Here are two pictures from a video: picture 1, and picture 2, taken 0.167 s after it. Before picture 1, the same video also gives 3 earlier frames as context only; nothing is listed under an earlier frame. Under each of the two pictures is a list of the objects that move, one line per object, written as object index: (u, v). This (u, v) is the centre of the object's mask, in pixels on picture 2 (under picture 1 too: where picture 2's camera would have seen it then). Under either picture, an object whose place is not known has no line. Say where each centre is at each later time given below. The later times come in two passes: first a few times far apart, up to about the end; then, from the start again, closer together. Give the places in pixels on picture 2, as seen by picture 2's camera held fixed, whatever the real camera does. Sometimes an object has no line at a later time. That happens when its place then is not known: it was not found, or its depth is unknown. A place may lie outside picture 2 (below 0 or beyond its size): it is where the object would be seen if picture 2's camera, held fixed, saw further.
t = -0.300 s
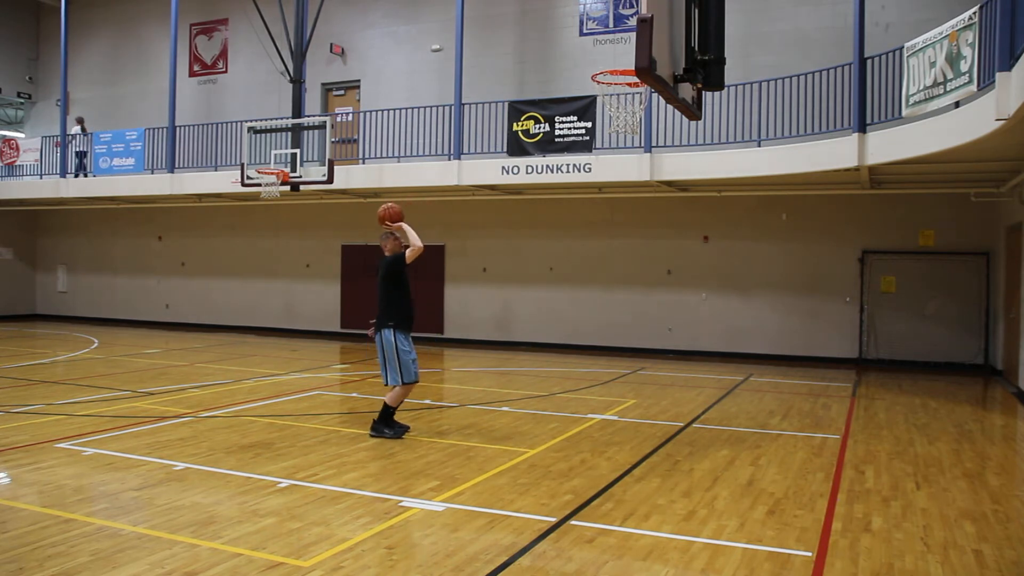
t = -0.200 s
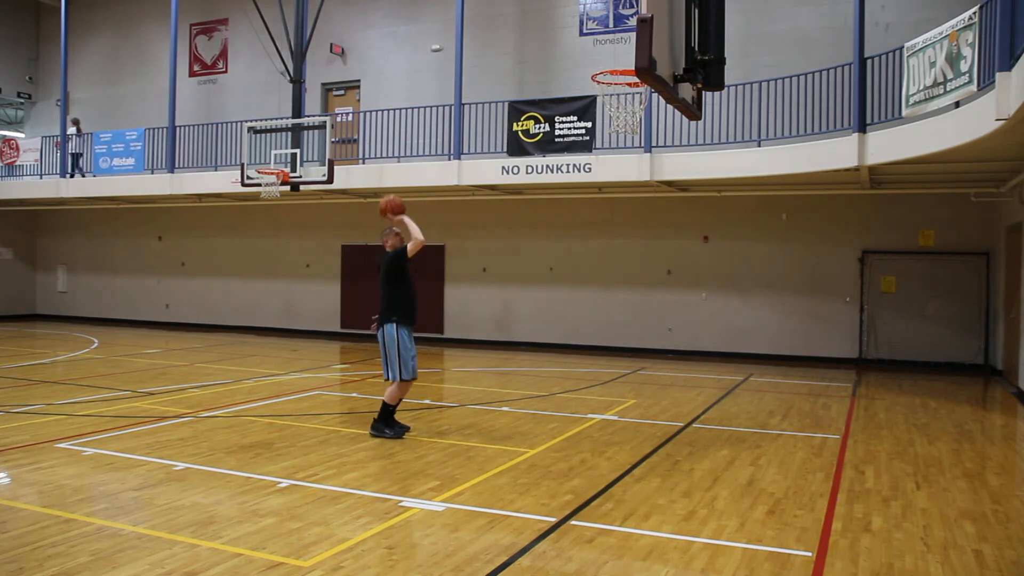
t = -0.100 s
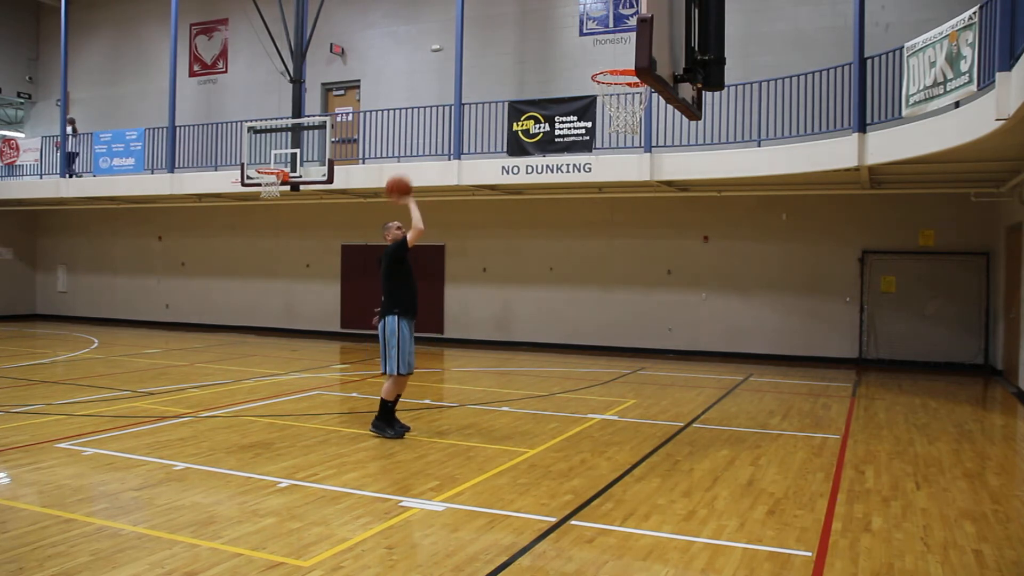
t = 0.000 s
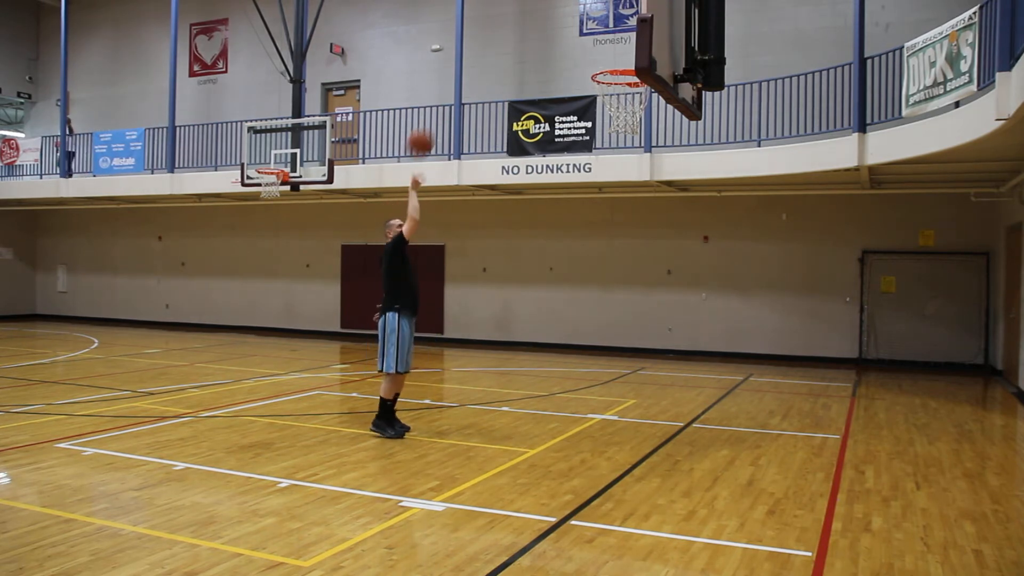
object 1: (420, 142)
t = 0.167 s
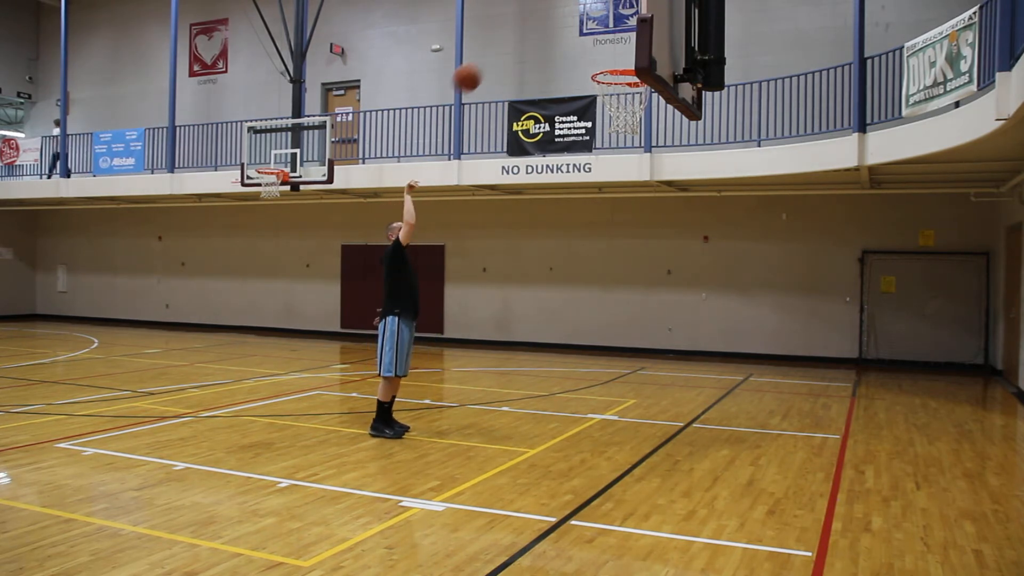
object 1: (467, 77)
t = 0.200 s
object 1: (477, 67)
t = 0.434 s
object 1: (545, 35)
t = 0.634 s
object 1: (607, 55)
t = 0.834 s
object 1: (632, 119)
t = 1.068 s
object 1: (614, 237)
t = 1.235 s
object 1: (601, 365)
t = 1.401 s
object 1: (582, 401)
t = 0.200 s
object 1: (477, 67)
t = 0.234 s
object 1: (486, 59)
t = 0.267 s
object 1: (496, 52)
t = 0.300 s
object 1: (506, 46)
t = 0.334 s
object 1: (515, 42)
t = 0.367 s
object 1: (525, 38)
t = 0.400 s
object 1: (535, 36)
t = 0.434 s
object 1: (545, 35)
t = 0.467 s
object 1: (555, 35)
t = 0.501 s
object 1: (565, 37)
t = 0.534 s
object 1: (575, 39)
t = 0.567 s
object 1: (586, 43)
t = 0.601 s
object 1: (596, 49)
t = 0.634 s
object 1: (607, 55)
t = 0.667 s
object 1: (618, 60)
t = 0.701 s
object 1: (626, 76)
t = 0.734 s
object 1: (636, 88)
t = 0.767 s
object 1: (637, 96)
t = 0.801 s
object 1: (635, 109)
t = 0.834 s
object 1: (632, 119)
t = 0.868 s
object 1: (630, 134)
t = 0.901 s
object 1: (627, 147)
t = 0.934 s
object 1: (624, 162)
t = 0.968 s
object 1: (622, 181)
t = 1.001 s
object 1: (619, 199)
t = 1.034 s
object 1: (617, 218)
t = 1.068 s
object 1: (614, 237)
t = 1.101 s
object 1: (612, 261)
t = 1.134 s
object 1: (609, 284)
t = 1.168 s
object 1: (607, 311)
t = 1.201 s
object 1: (604, 337)
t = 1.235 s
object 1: (601, 365)
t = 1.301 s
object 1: (596, 430)
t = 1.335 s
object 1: (593, 445)
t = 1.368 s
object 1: (587, 421)
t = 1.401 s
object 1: (582, 401)
